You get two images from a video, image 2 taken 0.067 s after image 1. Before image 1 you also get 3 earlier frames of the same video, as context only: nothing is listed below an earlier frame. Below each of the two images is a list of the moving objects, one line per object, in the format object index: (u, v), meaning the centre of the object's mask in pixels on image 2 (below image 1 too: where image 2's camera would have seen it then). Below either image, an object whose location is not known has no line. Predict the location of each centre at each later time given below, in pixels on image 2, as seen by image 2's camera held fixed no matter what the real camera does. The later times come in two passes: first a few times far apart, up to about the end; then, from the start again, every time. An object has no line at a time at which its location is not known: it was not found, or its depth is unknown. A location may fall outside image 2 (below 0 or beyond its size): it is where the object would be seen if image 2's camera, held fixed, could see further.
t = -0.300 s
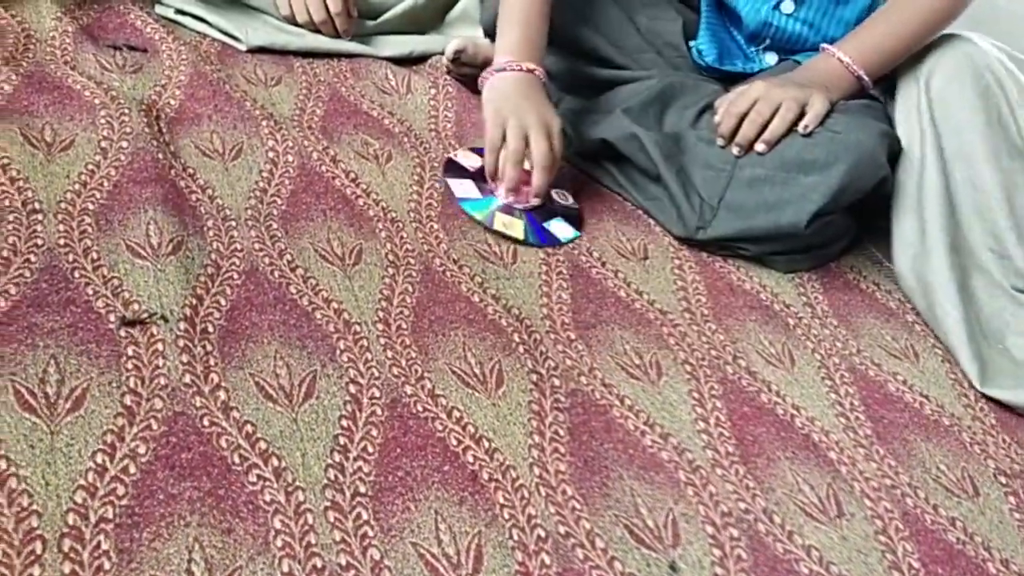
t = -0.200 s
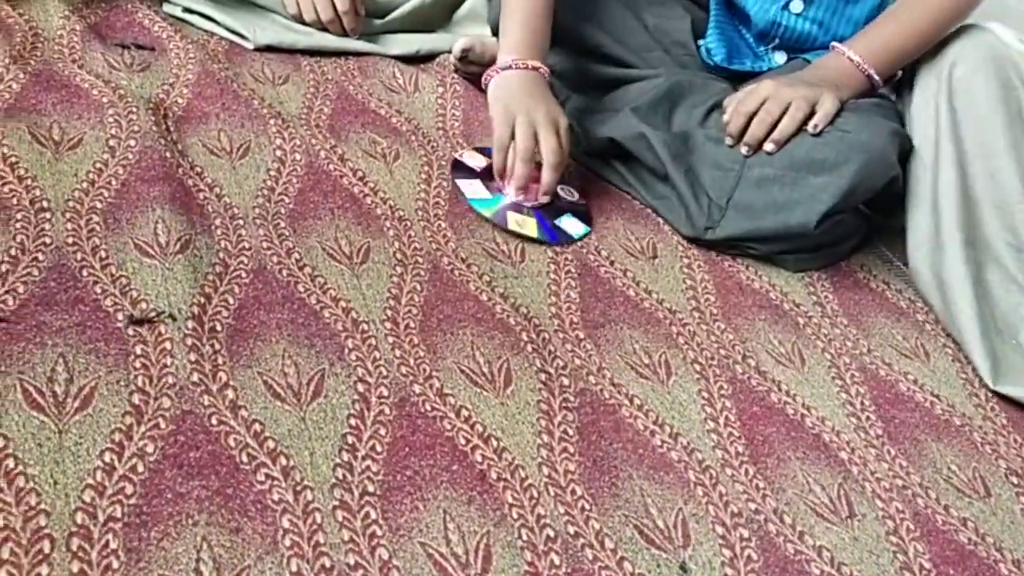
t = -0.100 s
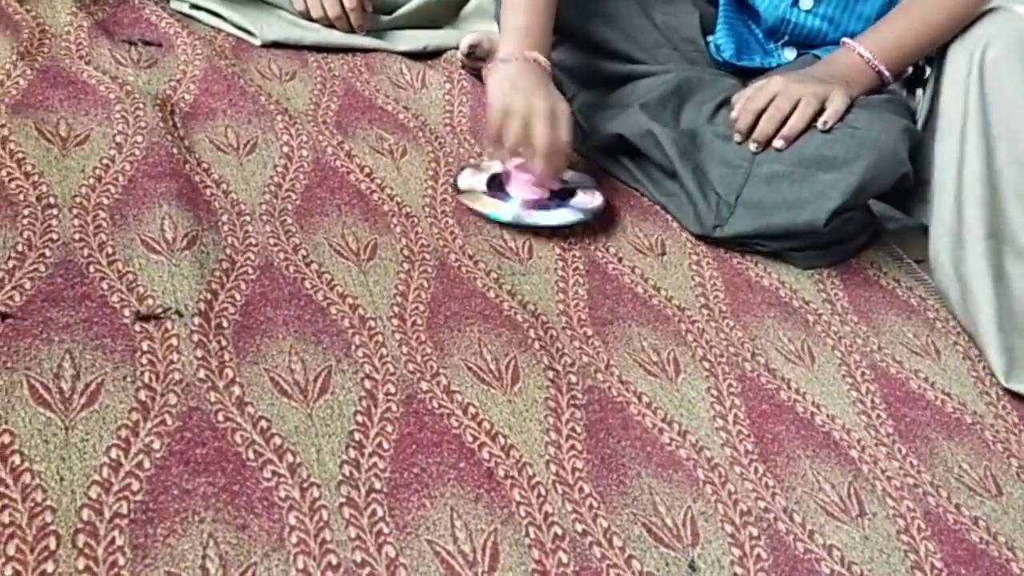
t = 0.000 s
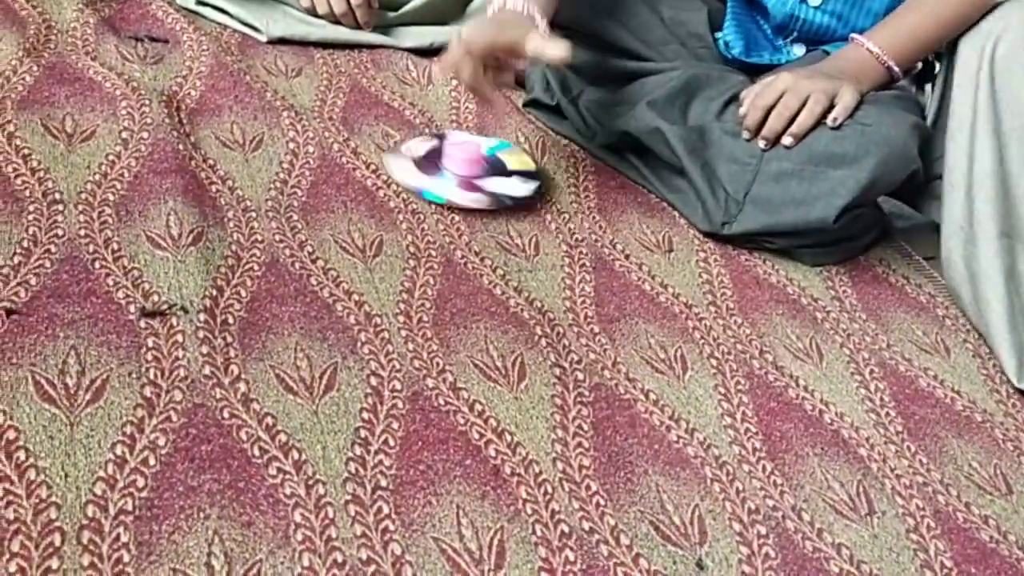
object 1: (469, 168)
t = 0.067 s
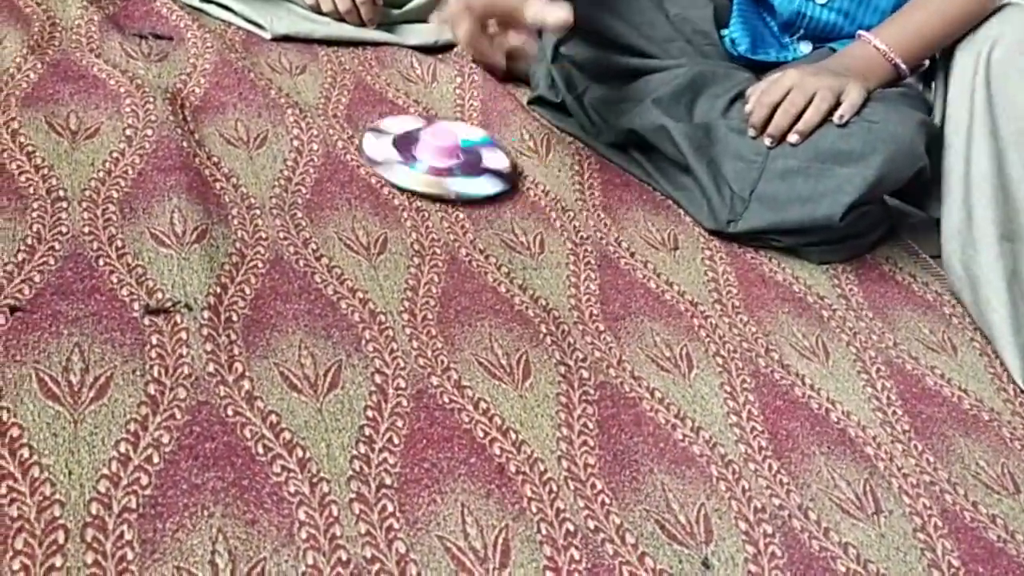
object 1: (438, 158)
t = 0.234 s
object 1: (421, 156)
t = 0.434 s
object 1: (422, 156)
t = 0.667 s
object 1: (423, 156)
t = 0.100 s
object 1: (429, 153)
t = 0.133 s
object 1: (424, 154)
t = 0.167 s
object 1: (422, 155)
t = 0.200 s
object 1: (421, 155)
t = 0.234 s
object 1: (421, 156)
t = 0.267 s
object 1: (420, 156)
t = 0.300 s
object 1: (421, 156)
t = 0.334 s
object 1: (421, 156)
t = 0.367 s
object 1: (421, 156)
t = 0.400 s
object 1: (422, 156)
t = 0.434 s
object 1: (422, 156)
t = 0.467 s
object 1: (422, 156)
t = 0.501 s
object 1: (423, 156)
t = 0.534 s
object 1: (421, 155)
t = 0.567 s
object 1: (422, 156)
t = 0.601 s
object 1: (422, 156)
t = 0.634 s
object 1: (423, 156)
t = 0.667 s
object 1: (423, 156)
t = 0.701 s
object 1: (422, 156)
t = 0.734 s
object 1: (422, 156)
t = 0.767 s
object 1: (422, 156)
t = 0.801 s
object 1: (422, 156)
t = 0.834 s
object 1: (424, 156)
